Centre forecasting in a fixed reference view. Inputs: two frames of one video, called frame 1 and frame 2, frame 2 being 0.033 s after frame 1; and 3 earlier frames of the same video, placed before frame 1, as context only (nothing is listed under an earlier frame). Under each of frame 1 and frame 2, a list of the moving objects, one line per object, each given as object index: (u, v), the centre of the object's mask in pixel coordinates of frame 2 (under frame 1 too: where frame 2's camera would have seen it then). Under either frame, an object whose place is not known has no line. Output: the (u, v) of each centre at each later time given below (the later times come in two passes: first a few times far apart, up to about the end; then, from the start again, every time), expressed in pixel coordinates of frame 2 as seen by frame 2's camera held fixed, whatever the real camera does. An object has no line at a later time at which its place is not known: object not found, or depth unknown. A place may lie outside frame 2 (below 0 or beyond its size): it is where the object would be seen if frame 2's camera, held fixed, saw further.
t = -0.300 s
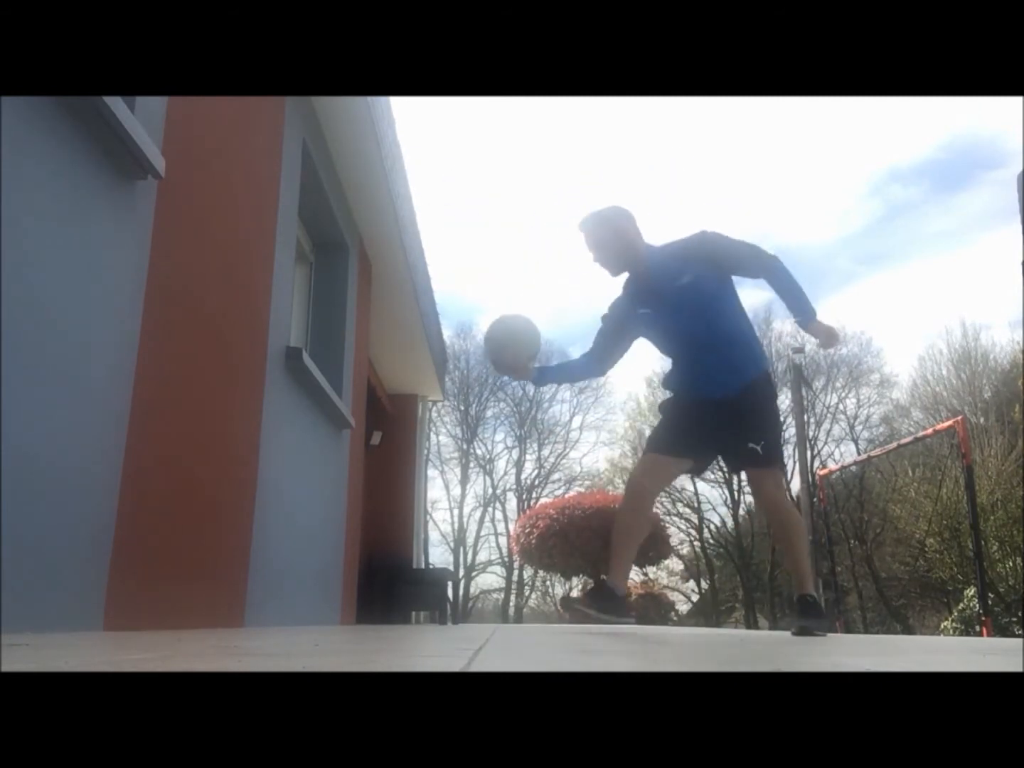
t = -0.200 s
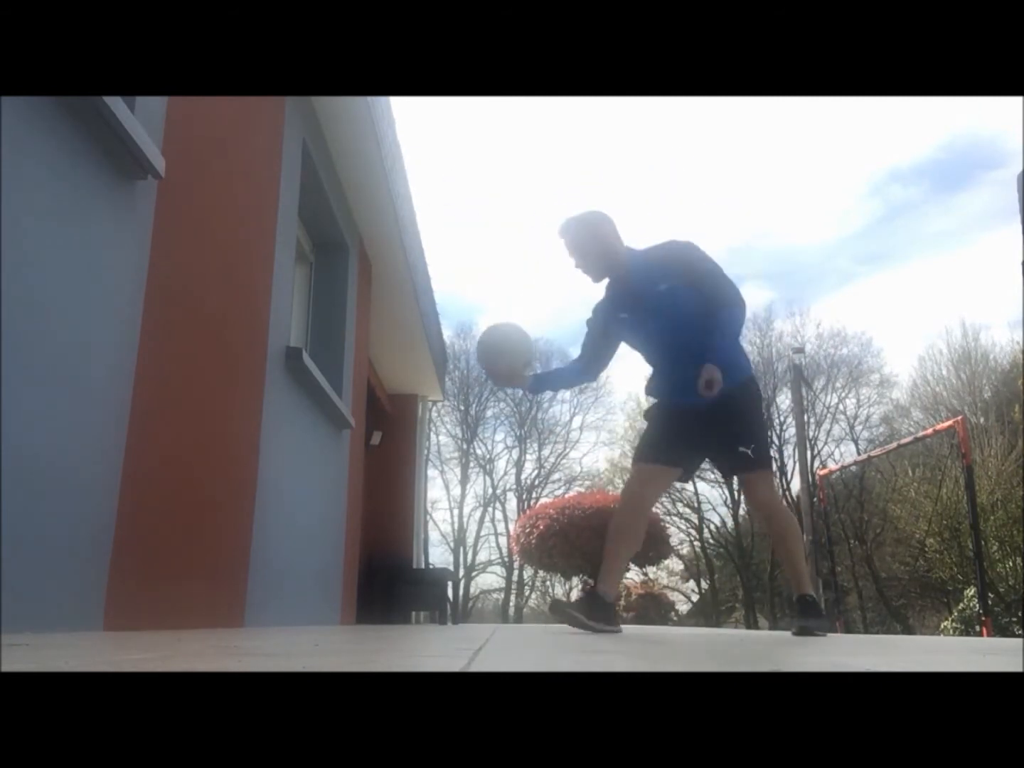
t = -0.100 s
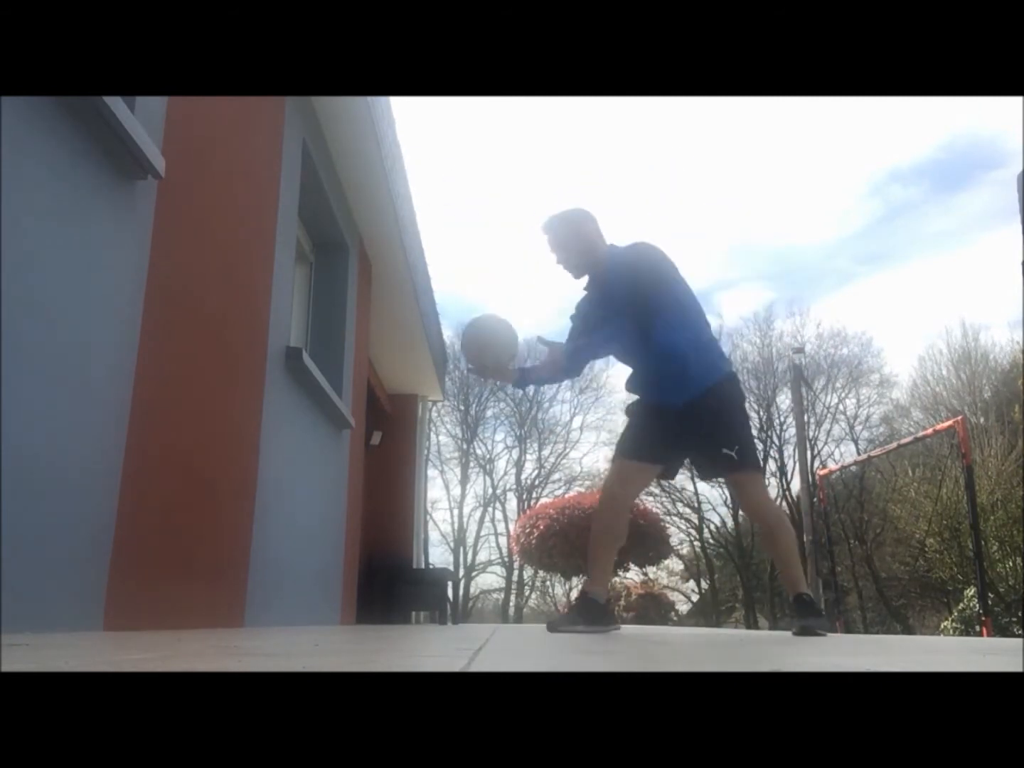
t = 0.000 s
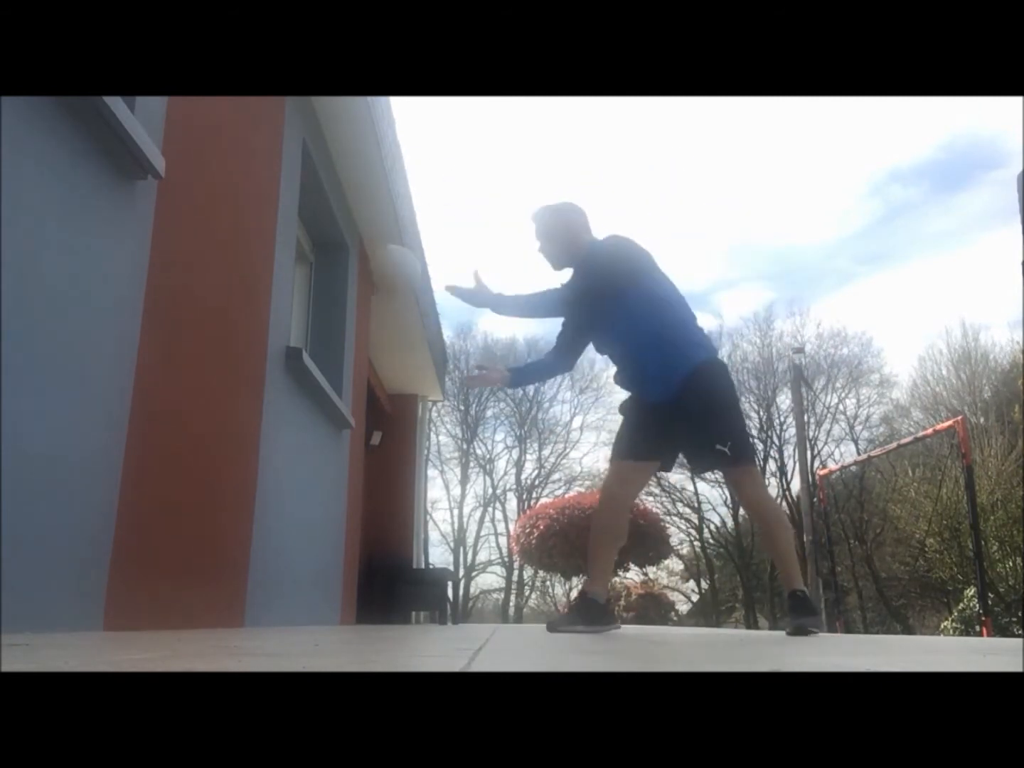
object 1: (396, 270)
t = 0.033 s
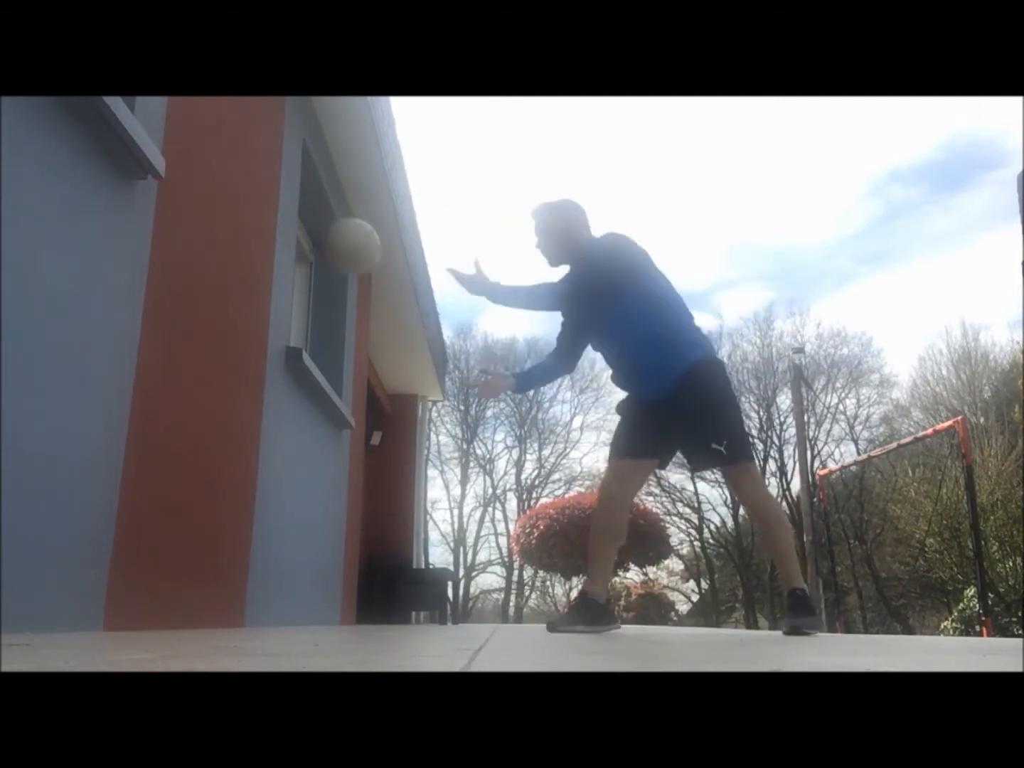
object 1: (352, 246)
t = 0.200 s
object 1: (301, 174)
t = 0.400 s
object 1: (454, 195)
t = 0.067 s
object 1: (313, 224)
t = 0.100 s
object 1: (275, 203)
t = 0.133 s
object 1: (248, 188)
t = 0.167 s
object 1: (274, 178)
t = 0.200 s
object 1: (301, 174)
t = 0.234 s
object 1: (327, 172)
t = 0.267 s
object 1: (358, 168)
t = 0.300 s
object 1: (380, 172)
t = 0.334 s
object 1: (405, 177)
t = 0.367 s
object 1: (429, 185)
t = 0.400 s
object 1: (454, 195)
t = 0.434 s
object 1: (479, 207)
